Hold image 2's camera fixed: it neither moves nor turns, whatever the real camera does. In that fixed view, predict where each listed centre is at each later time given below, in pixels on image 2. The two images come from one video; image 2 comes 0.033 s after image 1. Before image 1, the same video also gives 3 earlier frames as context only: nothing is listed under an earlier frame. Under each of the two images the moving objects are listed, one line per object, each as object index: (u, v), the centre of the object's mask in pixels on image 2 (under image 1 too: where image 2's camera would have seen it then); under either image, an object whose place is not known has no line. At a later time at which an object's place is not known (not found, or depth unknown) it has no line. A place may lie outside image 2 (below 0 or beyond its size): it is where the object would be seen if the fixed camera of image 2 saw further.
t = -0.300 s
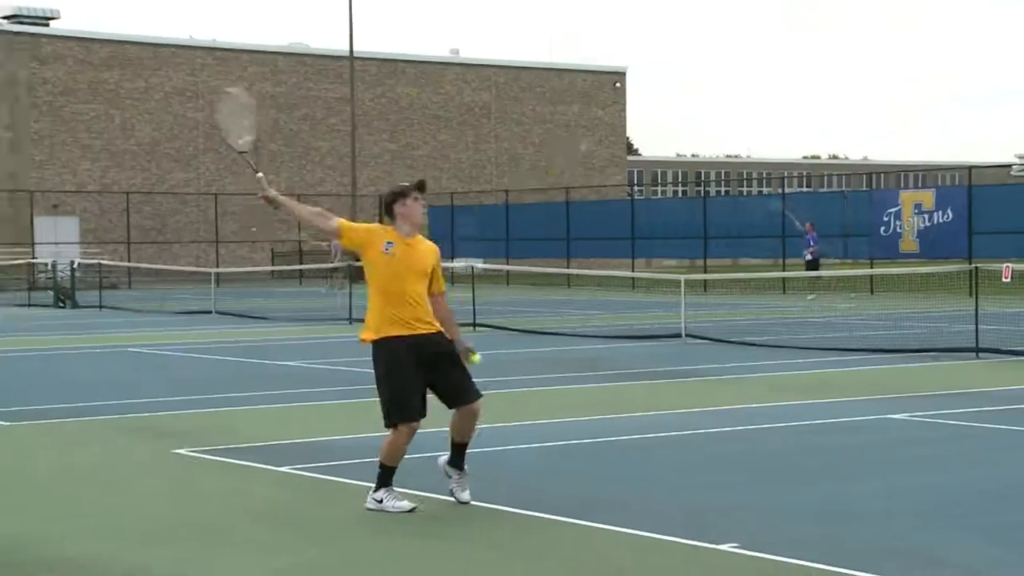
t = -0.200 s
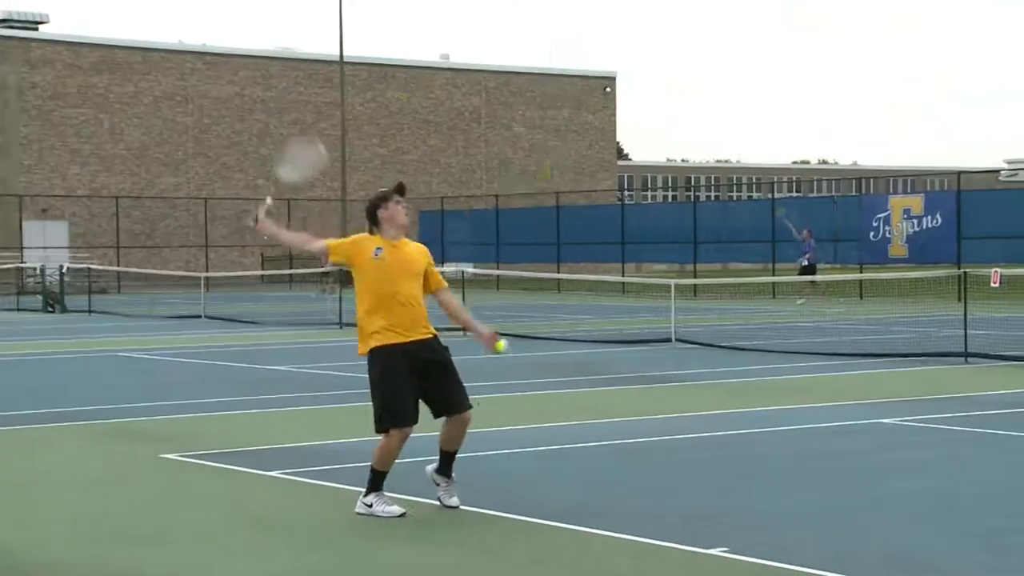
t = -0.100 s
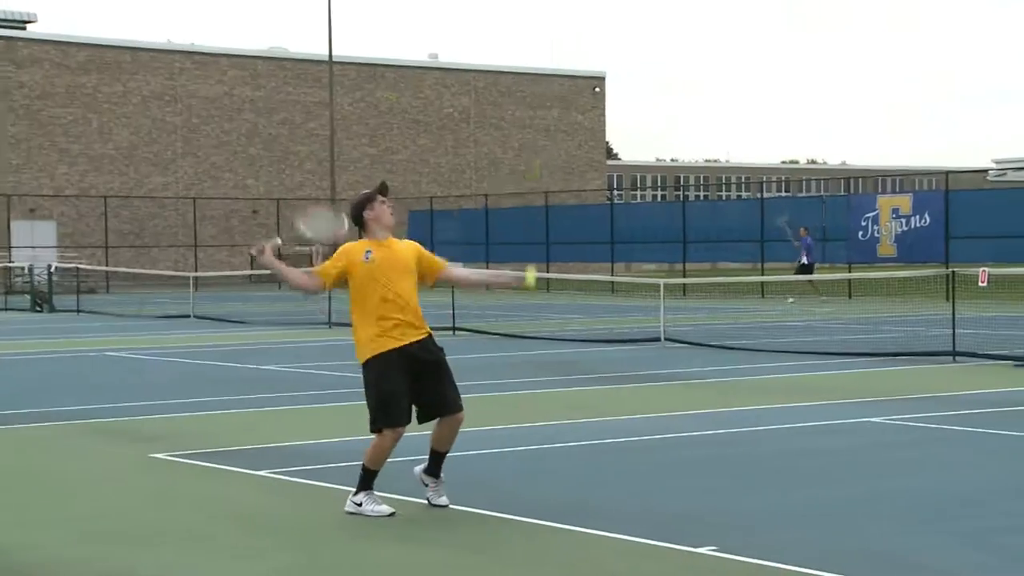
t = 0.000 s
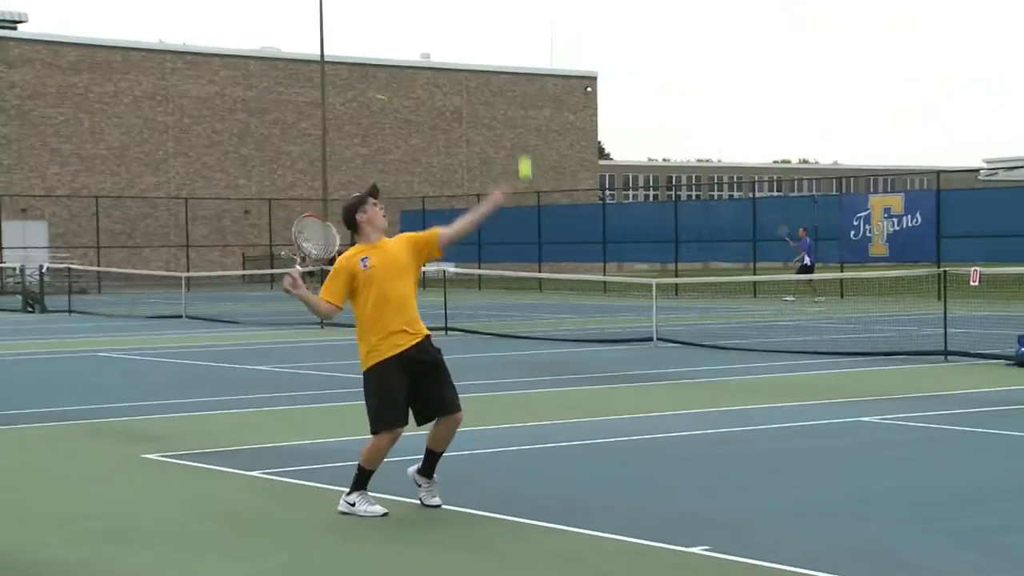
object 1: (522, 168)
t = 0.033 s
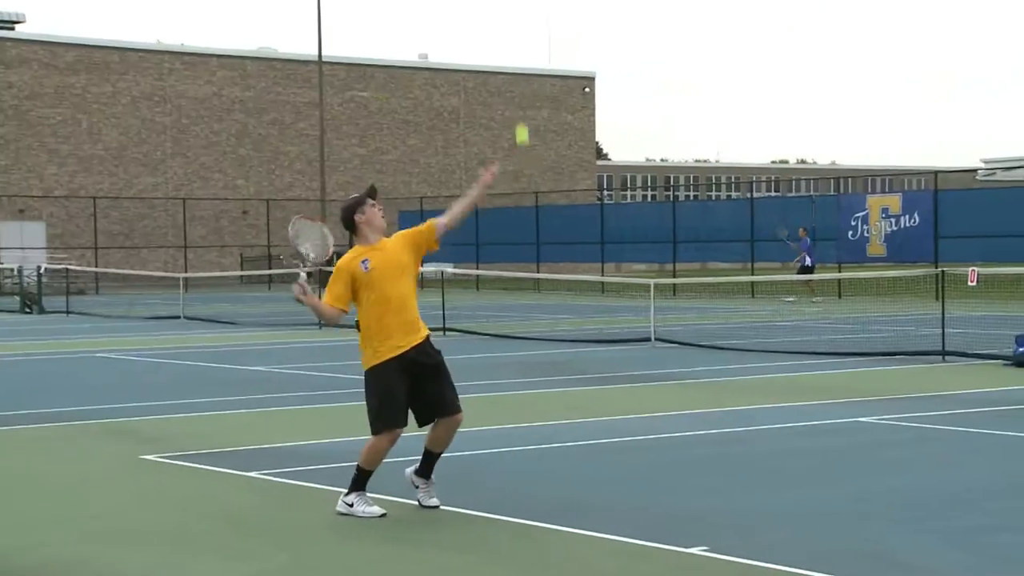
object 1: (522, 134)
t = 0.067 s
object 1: (521, 103)
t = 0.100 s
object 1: (521, 75)
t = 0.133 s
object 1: (519, 47)
